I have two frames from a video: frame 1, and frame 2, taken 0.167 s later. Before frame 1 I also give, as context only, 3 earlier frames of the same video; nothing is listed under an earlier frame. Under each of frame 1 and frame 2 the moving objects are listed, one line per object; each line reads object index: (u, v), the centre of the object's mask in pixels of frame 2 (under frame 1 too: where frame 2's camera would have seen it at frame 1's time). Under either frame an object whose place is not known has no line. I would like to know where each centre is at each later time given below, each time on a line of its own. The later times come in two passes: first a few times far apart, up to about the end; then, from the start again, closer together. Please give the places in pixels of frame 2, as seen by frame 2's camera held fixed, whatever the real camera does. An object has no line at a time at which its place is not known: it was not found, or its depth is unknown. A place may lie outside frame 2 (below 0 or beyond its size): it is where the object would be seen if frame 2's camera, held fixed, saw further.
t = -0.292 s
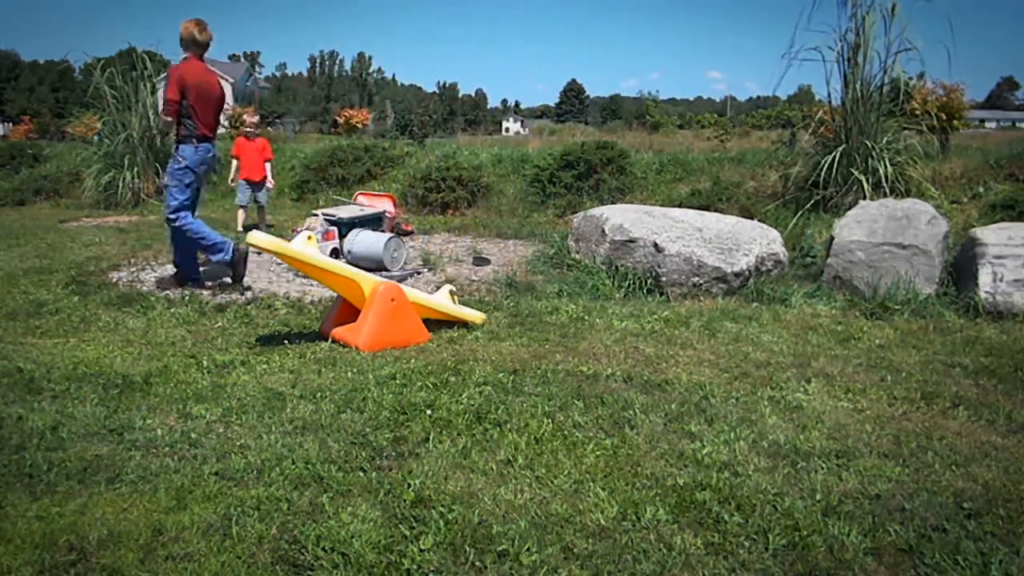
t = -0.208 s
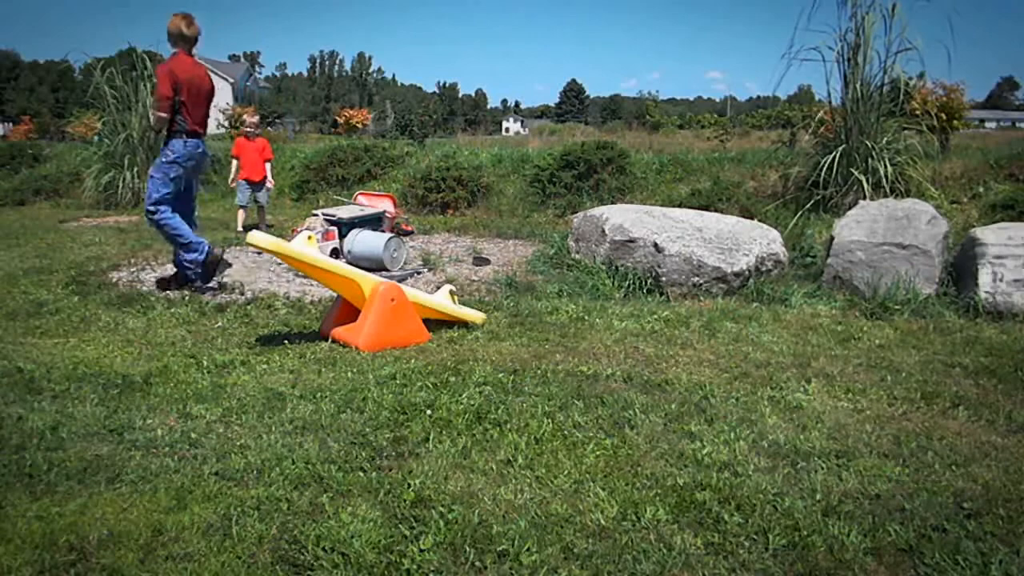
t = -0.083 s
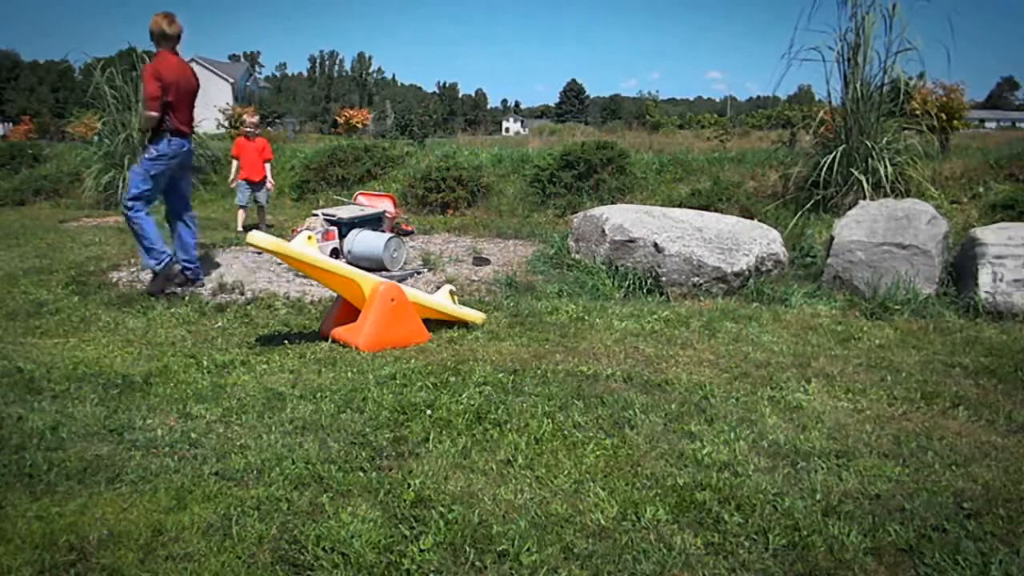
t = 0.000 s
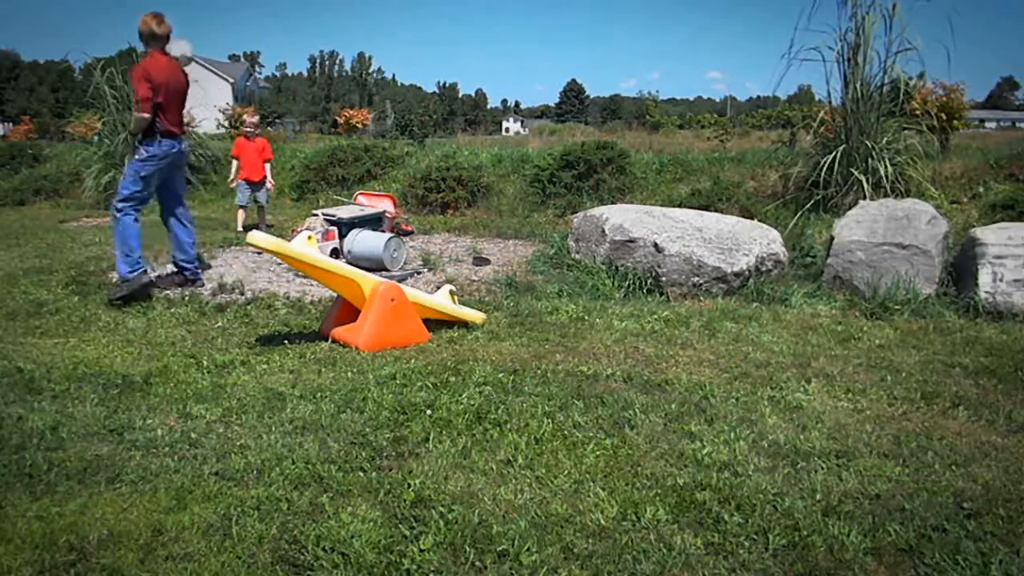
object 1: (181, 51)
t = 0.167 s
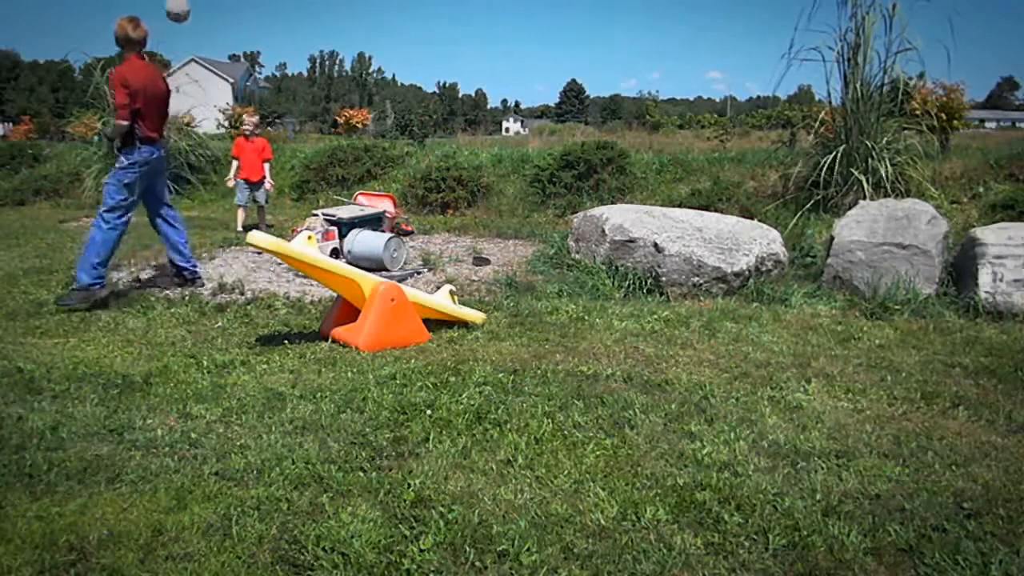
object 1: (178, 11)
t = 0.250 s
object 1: (177, 4)
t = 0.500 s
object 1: (176, 5)
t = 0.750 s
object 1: (178, 47)
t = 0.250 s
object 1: (177, 4)
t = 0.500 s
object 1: (176, 5)
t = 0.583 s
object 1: (176, 11)
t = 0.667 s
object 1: (177, 26)
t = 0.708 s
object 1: (177, 36)
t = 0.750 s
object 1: (178, 47)
